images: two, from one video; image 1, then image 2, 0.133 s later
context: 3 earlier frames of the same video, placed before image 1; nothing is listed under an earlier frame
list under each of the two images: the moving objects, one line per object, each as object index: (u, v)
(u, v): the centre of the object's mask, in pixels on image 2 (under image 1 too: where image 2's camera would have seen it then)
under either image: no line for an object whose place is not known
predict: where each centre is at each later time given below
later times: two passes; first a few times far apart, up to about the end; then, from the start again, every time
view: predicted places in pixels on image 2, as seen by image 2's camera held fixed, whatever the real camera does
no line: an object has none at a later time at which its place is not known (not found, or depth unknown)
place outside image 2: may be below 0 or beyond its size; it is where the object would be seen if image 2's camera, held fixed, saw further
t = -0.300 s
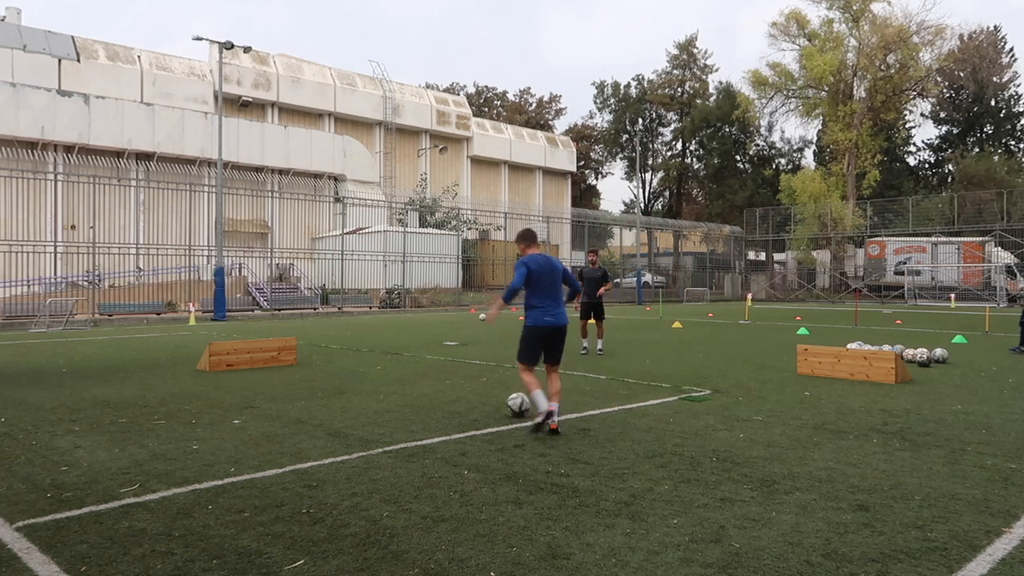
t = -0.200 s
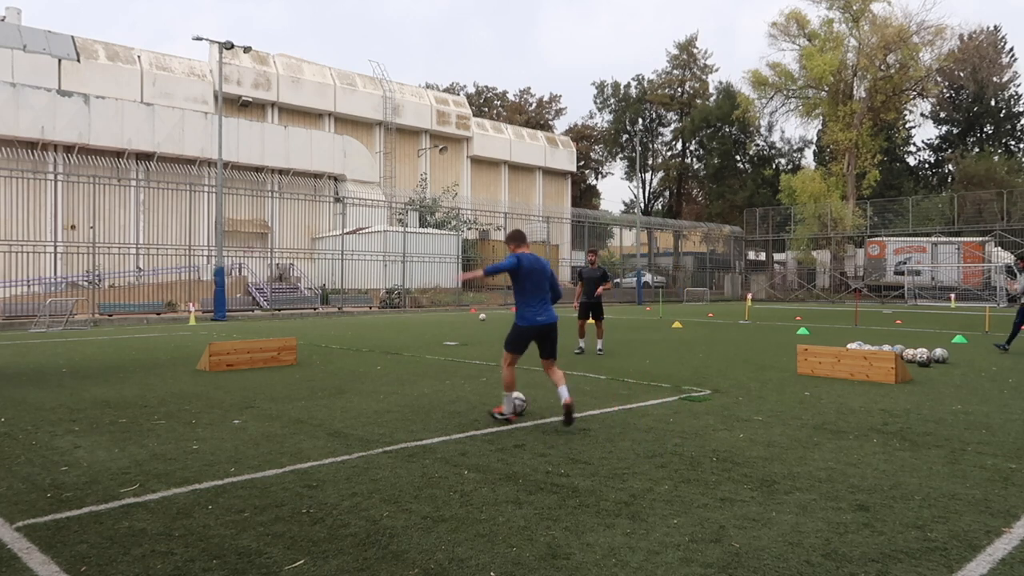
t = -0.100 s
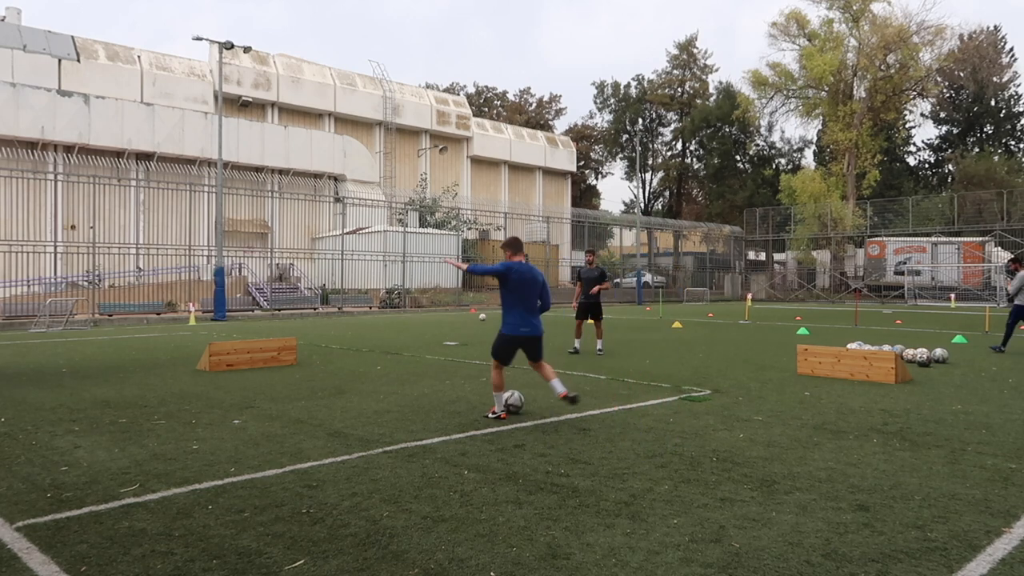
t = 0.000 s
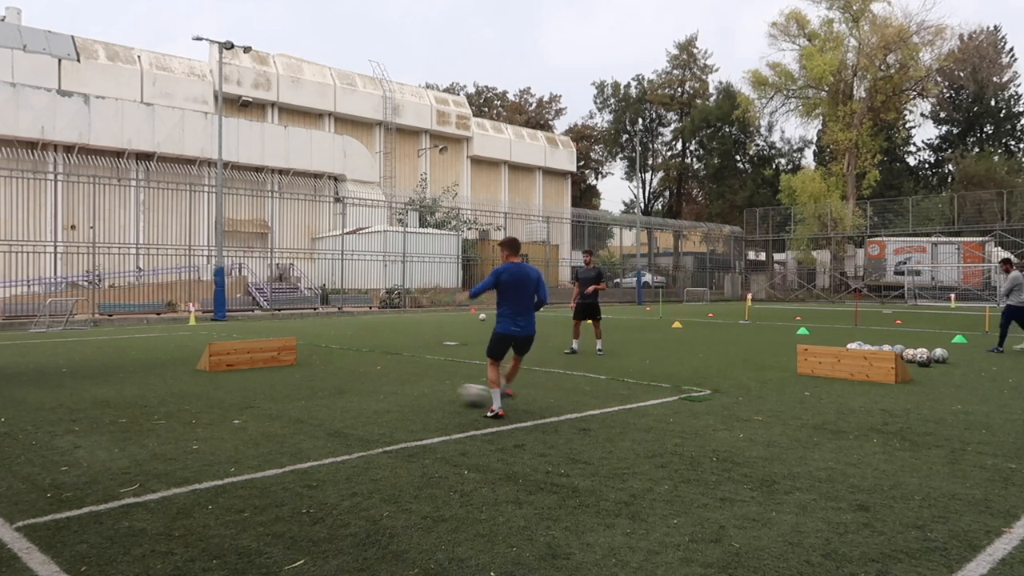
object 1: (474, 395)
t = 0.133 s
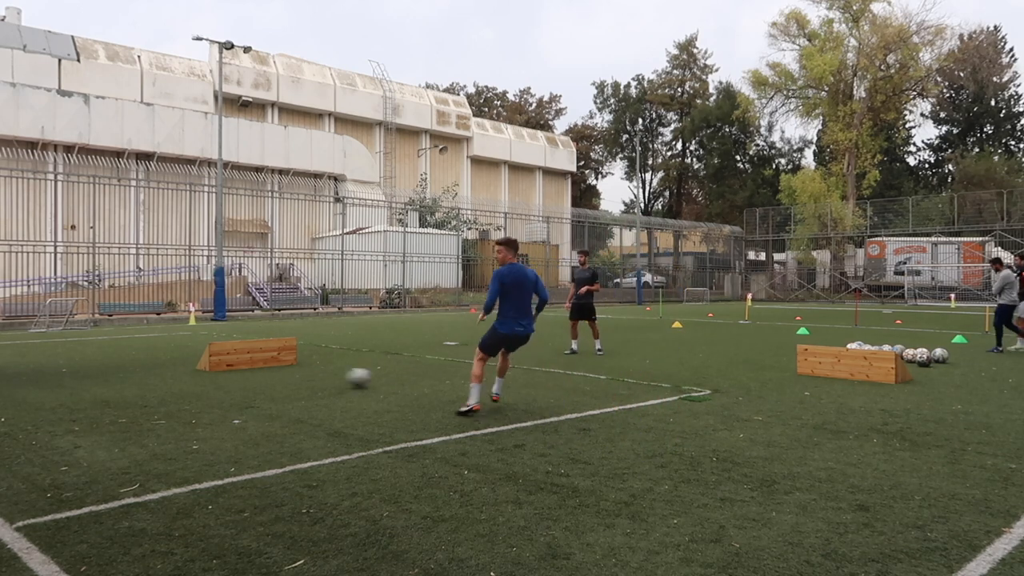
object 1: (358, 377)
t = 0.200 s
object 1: (314, 374)
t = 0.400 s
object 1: (239, 359)
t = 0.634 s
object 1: (288, 373)
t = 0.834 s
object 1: (333, 379)
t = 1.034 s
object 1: (381, 394)
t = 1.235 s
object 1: (428, 411)
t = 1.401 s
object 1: (463, 416)
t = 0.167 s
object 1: (335, 375)
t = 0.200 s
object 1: (314, 374)
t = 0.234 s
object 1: (294, 370)
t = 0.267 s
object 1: (276, 367)
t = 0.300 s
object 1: (259, 365)
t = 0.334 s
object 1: (242, 364)
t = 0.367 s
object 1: (233, 361)
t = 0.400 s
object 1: (239, 359)
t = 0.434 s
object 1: (245, 359)
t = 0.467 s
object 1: (252, 359)
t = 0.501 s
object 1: (259, 360)
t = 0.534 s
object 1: (266, 361)
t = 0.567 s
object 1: (273, 364)
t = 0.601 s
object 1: (281, 368)
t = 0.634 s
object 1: (288, 373)
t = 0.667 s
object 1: (297, 378)
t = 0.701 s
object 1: (304, 377)
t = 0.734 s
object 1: (310, 376)
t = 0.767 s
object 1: (317, 376)
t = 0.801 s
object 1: (325, 377)
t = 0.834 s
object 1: (333, 379)
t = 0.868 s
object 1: (341, 382)
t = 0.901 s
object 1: (349, 386)
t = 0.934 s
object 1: (357, 392)
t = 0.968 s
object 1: (366, 396)
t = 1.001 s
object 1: (373, 395)
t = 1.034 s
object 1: (381, 394)
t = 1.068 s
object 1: (388, 395)
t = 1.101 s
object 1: (396, 397)
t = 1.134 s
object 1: (404, 401)
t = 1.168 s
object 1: (413, 406)
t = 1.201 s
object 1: (422, 412)
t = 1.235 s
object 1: (428, 411)
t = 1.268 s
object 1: (435, 409)
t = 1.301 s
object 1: (442, 409)
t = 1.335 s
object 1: (448, 410)
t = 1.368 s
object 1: (455, 412)
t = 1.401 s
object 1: (463, 416)
